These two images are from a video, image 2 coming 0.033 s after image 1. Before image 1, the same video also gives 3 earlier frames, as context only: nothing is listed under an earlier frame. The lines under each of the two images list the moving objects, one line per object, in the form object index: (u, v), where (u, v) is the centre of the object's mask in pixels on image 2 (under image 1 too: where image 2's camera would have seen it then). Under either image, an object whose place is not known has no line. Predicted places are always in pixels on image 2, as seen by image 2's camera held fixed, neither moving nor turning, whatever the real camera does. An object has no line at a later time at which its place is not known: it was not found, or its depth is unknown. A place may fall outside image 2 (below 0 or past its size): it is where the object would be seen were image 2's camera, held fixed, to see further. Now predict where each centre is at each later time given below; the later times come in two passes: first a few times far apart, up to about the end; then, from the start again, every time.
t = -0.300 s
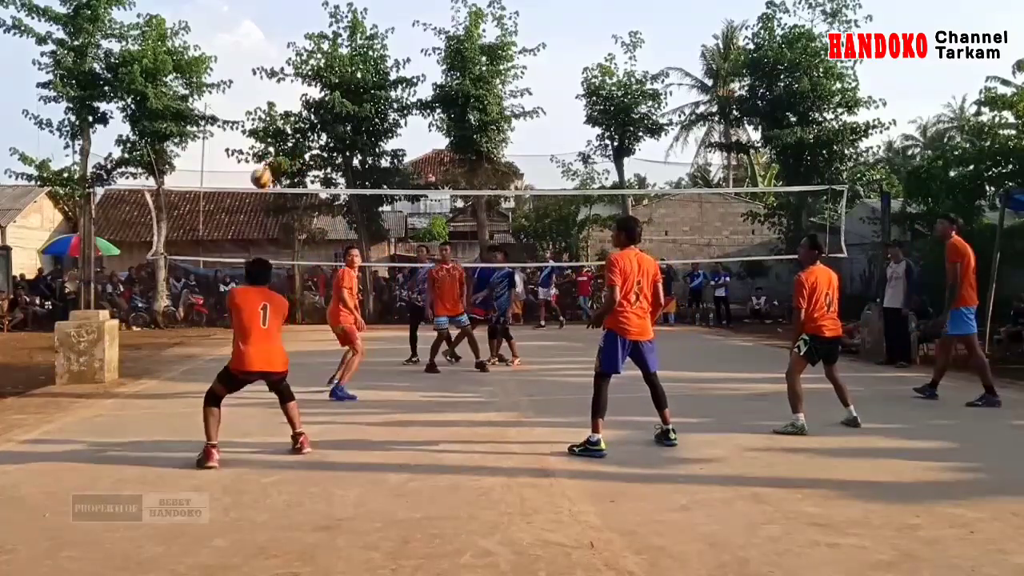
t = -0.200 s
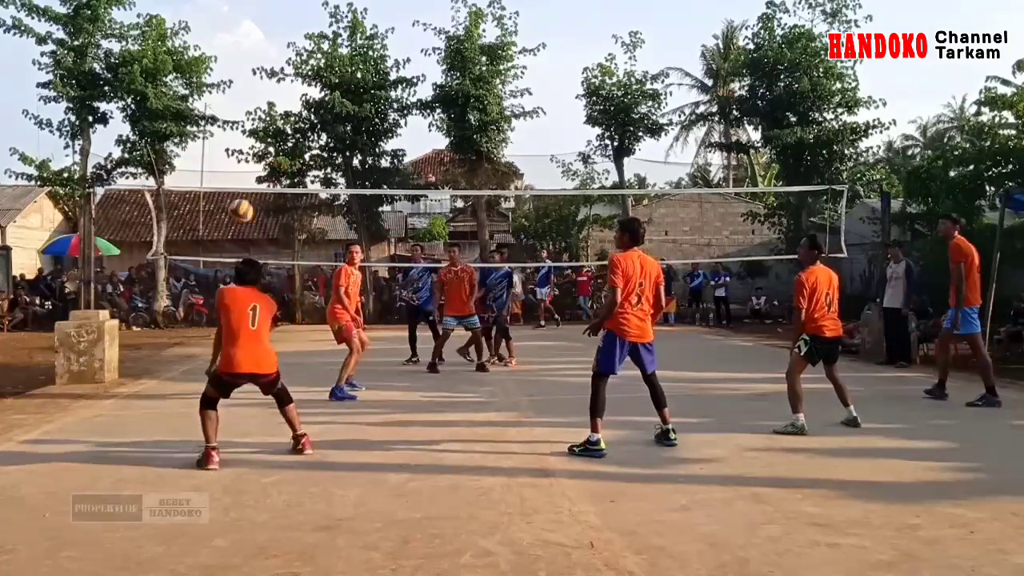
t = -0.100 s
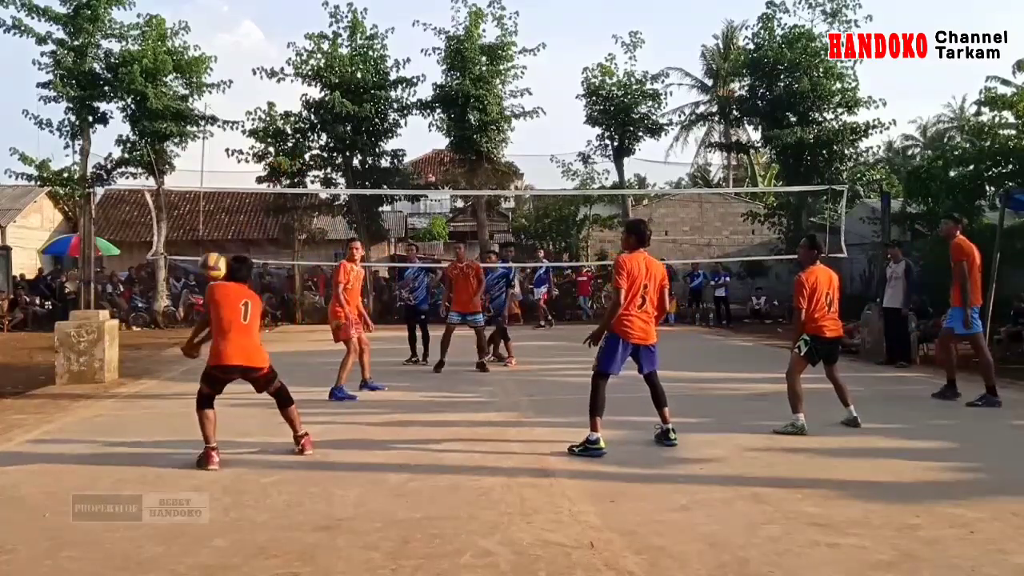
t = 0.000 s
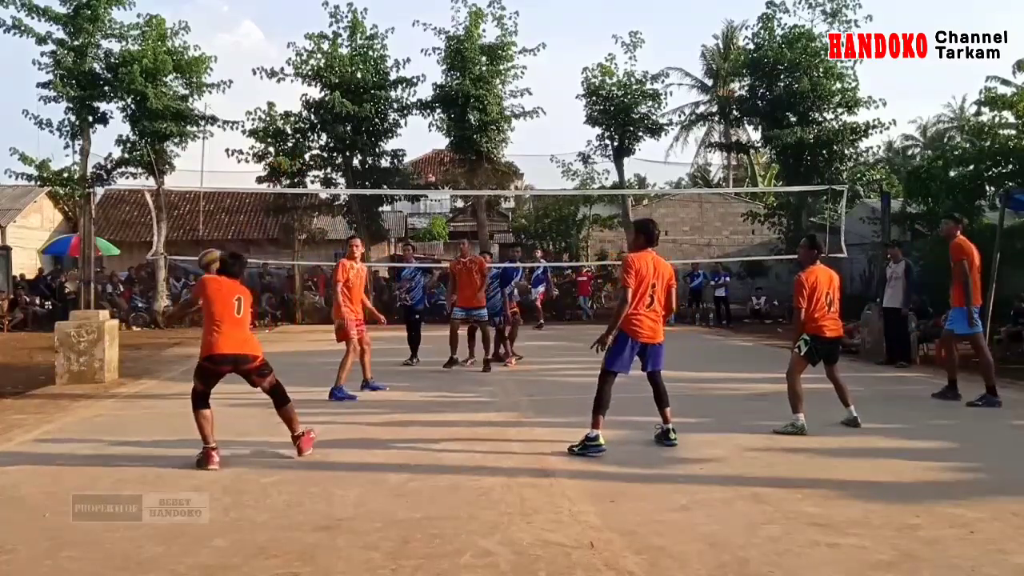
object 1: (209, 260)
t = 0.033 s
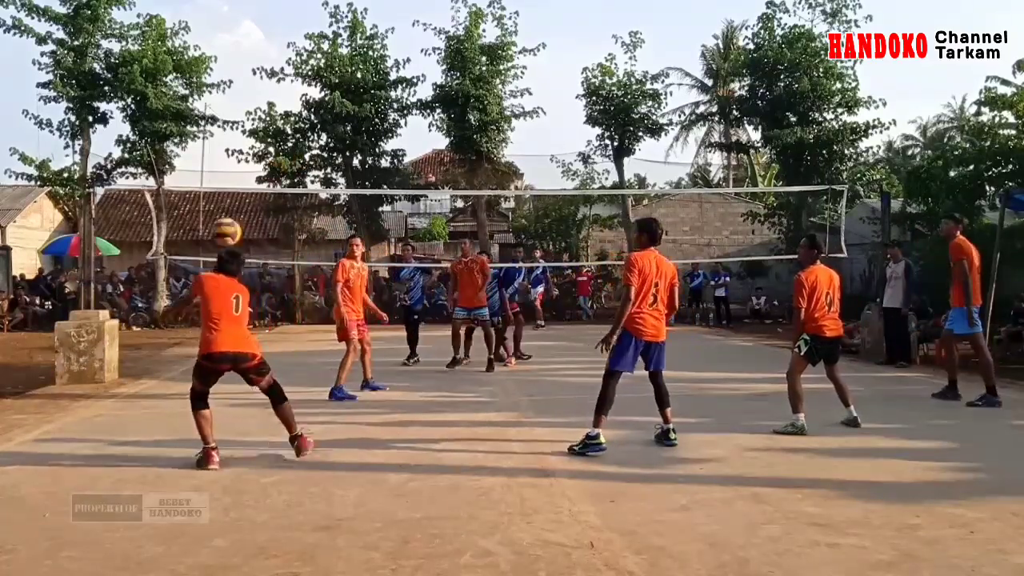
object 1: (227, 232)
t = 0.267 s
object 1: (311, 81)
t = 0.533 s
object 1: (389, 13)
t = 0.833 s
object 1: (462, 34)
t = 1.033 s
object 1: (505, 92)
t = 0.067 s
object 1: (240, 203)
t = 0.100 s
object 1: (252, 177)
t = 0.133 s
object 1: (265, 154)
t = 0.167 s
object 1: (277, 133)
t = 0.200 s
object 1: (286, 111)
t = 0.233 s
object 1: (299, 96)
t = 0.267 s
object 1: (311, 81)
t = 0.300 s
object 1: (321, 66)
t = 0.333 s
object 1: (332, 53)
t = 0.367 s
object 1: (342, 43)
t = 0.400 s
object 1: (352, 35)
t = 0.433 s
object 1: (361, 28)
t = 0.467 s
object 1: (369, 21)
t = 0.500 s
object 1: (380, 16)
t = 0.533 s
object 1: (389, 13)
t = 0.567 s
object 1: (398, 11)
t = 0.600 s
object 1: (406, 10)
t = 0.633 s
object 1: (415, 10)
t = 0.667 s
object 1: (423, 12)
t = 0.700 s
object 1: (431, 15)
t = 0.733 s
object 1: (439, 18)
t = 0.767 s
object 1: (447, 23)
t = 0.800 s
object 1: (454, 28)
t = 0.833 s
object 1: (462, 34)
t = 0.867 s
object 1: (469, 41)
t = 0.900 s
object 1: (479, 50)
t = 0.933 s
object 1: (484, 60)
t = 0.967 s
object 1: (489, 68)
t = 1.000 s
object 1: (497, 79)
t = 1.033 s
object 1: (505, 92)
